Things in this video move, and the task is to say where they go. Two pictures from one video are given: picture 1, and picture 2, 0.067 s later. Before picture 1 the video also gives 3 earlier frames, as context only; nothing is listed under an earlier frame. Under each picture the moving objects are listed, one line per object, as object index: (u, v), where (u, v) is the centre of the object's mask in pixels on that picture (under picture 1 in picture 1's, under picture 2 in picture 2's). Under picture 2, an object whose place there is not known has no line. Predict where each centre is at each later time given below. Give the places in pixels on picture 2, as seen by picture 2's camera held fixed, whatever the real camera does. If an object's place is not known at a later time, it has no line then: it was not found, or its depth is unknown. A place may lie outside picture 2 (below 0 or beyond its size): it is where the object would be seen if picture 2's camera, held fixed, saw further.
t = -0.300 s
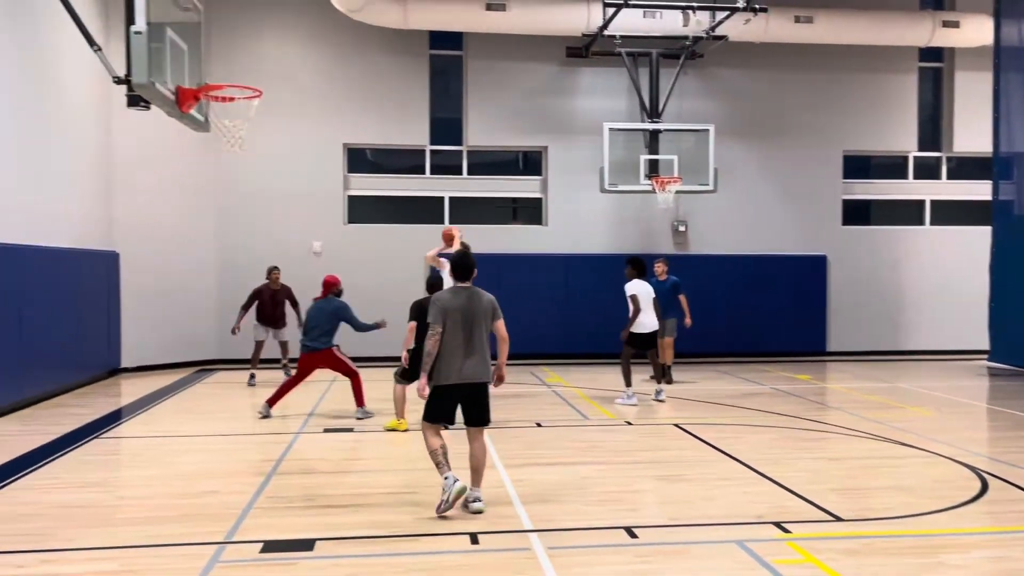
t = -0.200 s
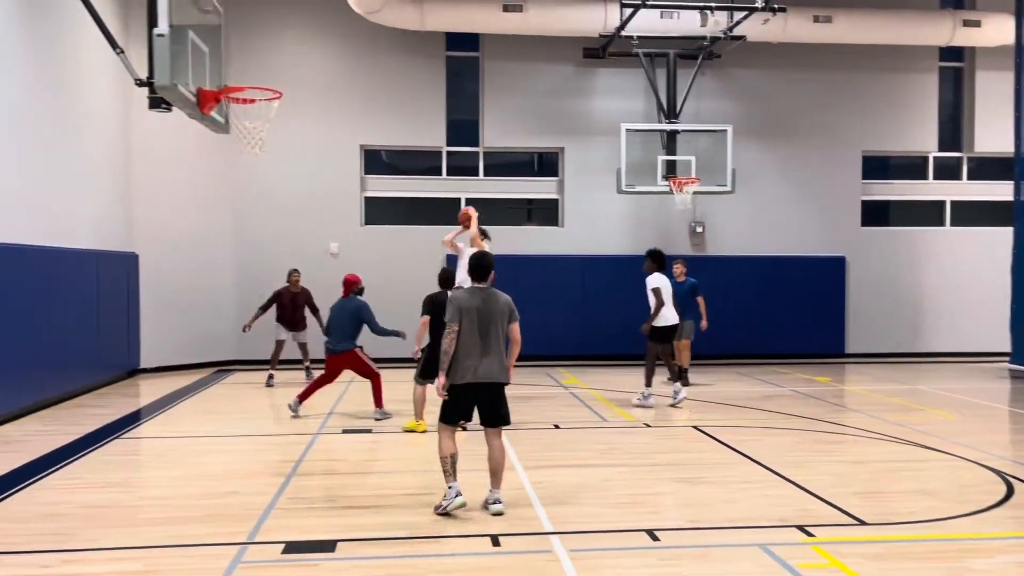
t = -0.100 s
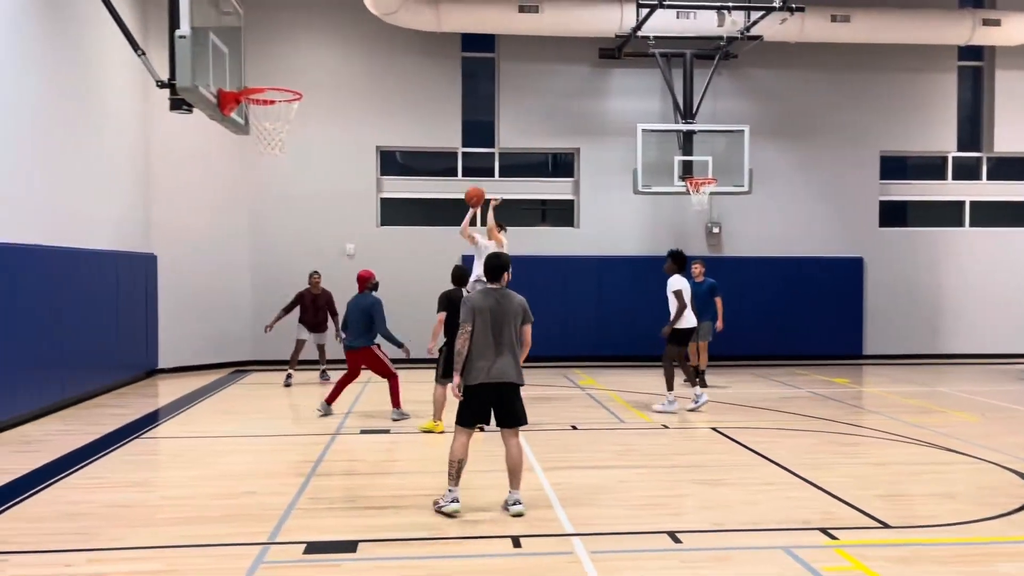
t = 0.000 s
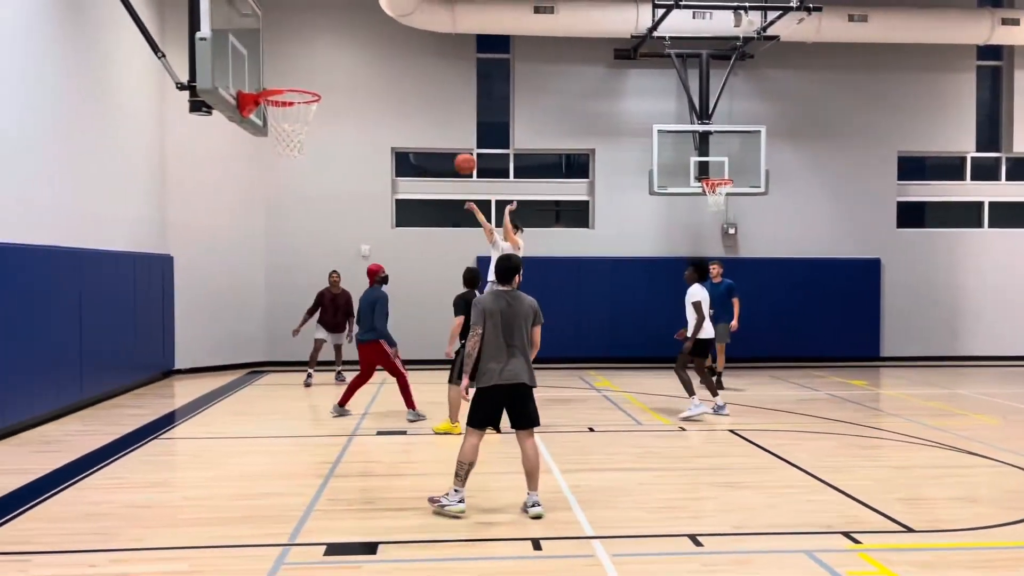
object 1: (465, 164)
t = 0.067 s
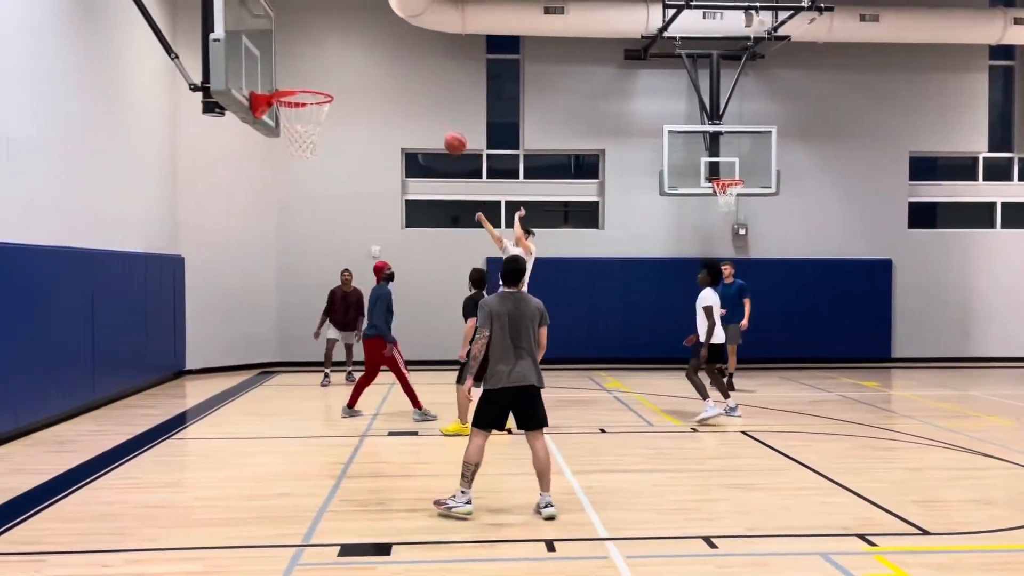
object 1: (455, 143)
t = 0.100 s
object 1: (445, 133)
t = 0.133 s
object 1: (434, 124)
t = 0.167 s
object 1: (422, 116)
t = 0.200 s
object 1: (410, 108)
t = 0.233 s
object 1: (398, 101)
